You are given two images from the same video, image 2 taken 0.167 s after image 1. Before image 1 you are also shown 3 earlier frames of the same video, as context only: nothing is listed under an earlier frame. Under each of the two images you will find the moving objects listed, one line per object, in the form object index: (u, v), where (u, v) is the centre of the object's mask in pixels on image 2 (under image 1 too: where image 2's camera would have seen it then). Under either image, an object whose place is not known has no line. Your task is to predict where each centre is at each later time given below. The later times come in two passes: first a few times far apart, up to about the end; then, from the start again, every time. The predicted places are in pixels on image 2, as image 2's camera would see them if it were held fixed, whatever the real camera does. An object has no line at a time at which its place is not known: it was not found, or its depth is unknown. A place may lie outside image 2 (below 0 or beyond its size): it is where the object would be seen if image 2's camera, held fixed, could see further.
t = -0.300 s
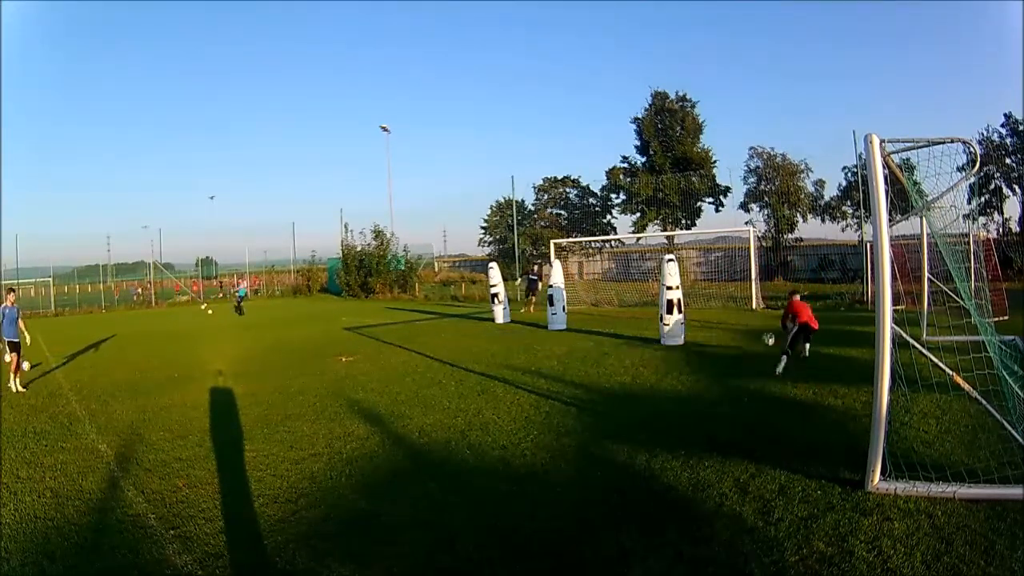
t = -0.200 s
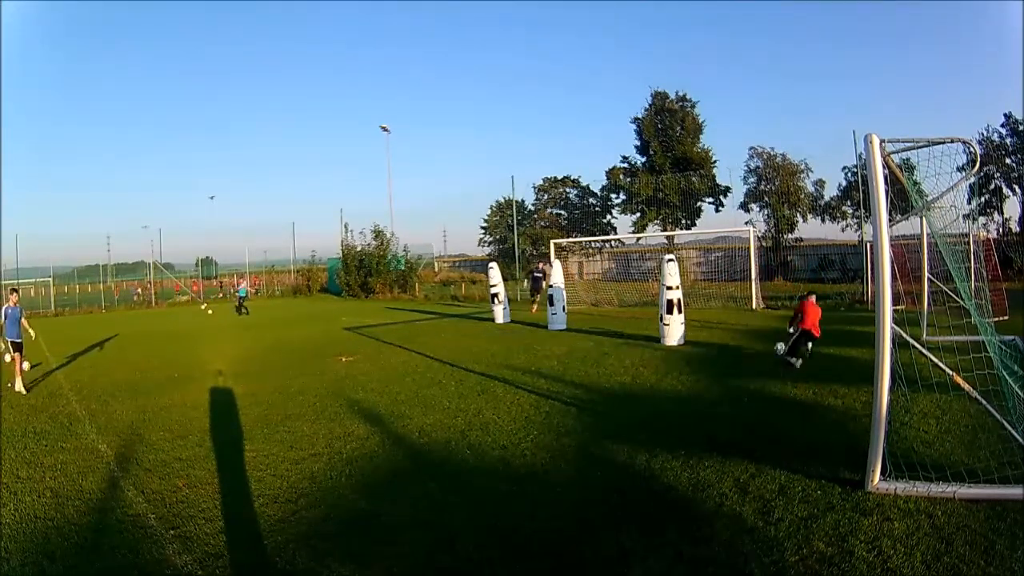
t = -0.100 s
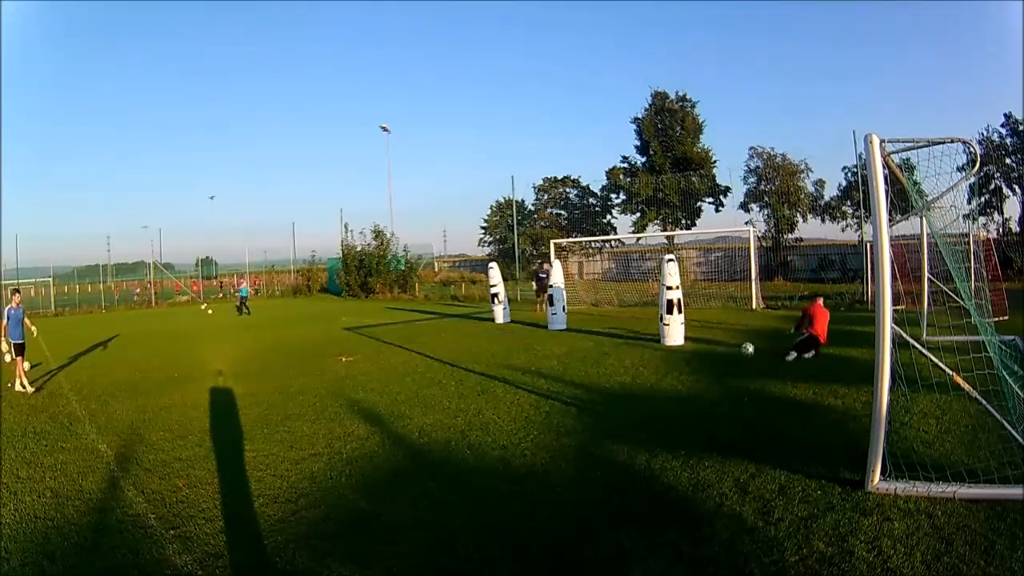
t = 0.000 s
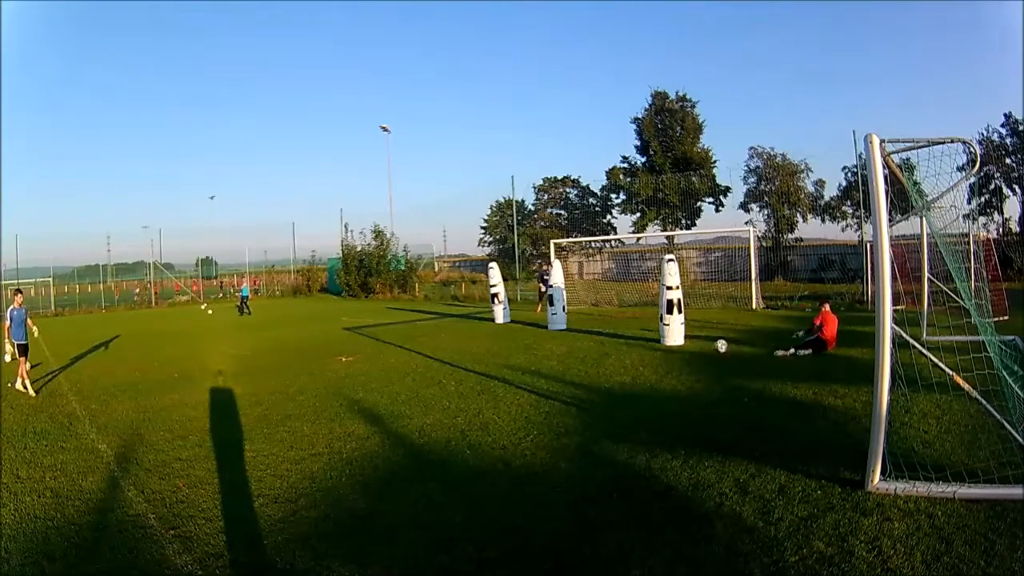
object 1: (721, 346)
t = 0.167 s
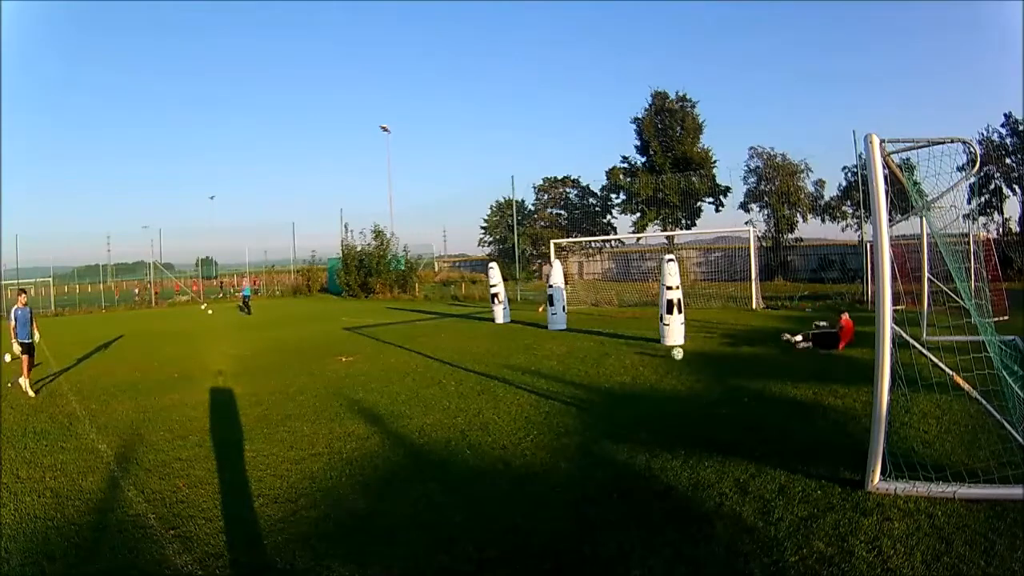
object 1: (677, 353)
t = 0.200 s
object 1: (668, 352)
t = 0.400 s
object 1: (620, 350)
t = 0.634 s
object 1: (570, 351)
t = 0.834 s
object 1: (530, 348)
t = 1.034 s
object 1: (494, 348)
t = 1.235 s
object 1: (461, 347)
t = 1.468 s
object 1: (427, 347)
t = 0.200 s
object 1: (668, 352)
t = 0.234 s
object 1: (660, 350)
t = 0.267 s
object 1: (653, 349)
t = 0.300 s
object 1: (644, 348)
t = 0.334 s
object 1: (636, 348)
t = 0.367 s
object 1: (628, 349)
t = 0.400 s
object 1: (620, 350)
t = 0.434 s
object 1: (613, 352)
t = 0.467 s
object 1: (605, 352)
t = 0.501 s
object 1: (598, 350)
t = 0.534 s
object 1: (591, 349)
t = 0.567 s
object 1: (584, 349)
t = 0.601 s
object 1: (577, 349)
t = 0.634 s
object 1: (570, 351)
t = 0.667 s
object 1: (564, 352)
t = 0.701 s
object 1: (557, 351)
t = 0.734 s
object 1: (550, 350)
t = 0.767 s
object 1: (543, 349)
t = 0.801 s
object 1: (537, 348)
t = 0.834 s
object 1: (530, 348)
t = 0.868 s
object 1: (523, 349)
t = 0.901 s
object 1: (517, 351)
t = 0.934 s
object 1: (511, 350)
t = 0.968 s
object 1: (505, 349)
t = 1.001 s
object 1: (499, 348)
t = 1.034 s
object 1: (494, 348)
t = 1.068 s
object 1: (488, 349)
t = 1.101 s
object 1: (483, 349)
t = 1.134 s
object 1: (477, 349)
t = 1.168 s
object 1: (471, 348)
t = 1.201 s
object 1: (466, 348)
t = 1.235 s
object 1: (461, 347)
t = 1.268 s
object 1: (456, 348)
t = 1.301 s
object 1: (451, 349)
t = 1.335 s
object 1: (446, 348)
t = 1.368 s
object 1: (441, 347)
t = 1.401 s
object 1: (436, 347)
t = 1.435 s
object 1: (432, 348)
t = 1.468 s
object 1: (427, 347)
